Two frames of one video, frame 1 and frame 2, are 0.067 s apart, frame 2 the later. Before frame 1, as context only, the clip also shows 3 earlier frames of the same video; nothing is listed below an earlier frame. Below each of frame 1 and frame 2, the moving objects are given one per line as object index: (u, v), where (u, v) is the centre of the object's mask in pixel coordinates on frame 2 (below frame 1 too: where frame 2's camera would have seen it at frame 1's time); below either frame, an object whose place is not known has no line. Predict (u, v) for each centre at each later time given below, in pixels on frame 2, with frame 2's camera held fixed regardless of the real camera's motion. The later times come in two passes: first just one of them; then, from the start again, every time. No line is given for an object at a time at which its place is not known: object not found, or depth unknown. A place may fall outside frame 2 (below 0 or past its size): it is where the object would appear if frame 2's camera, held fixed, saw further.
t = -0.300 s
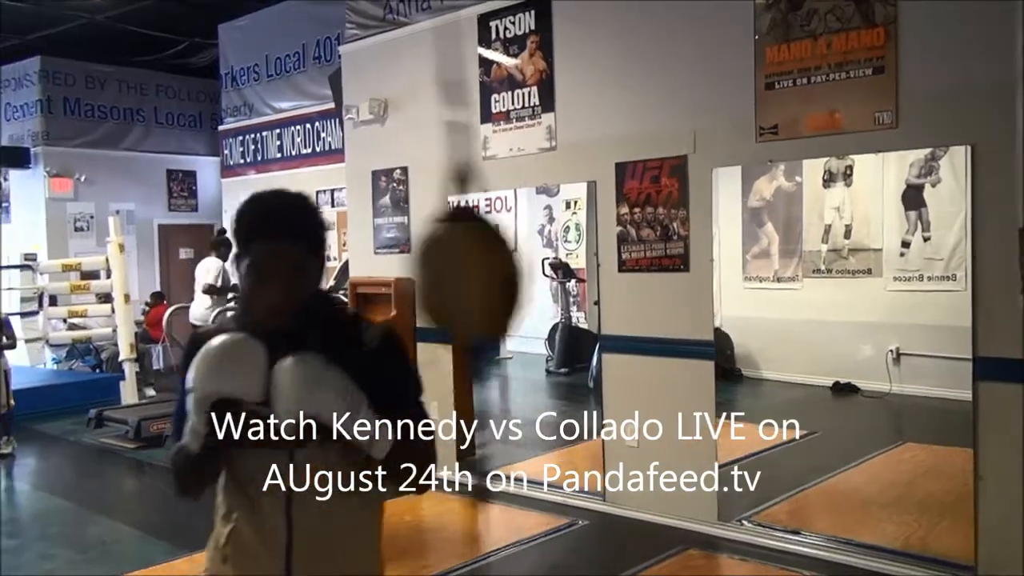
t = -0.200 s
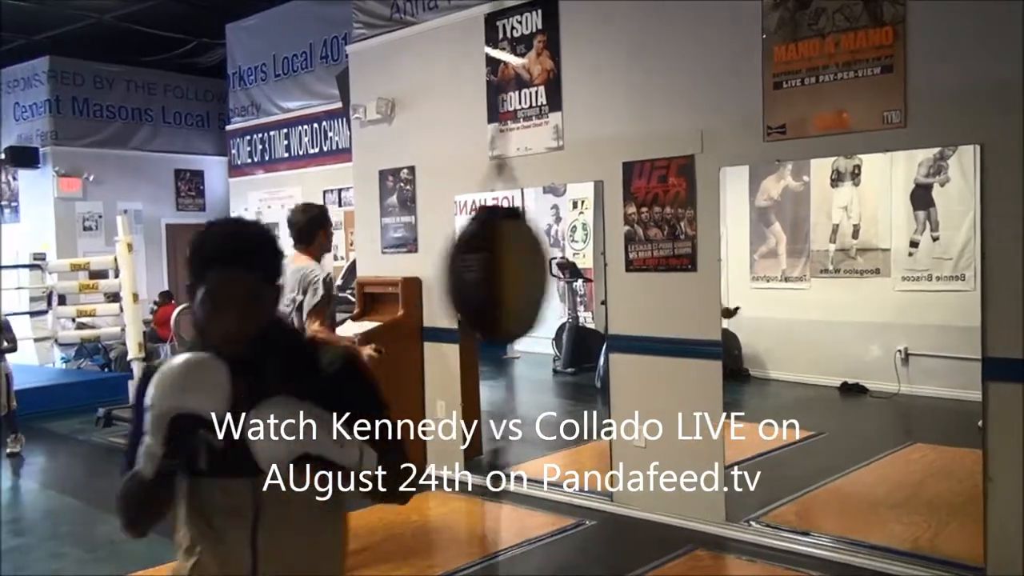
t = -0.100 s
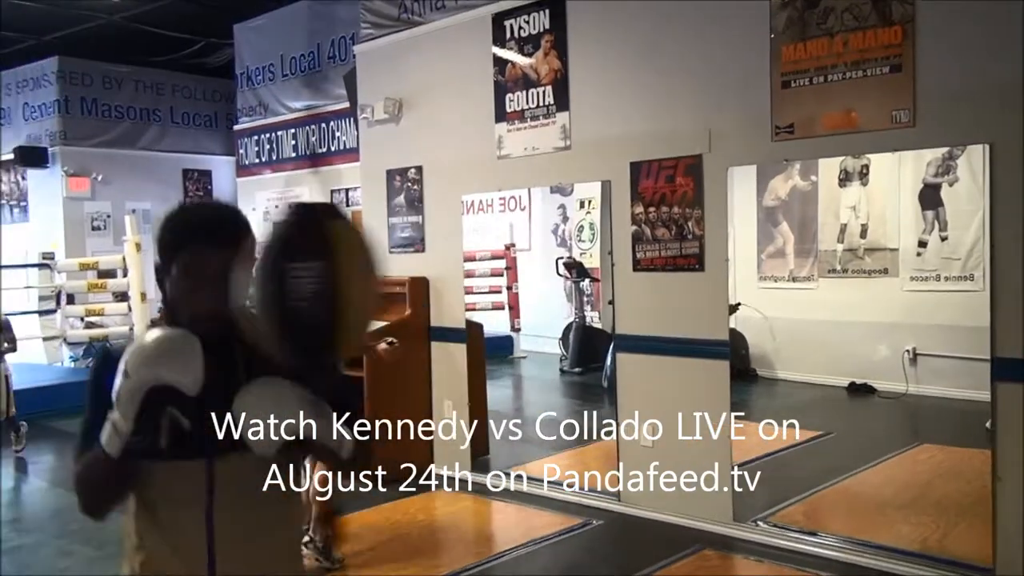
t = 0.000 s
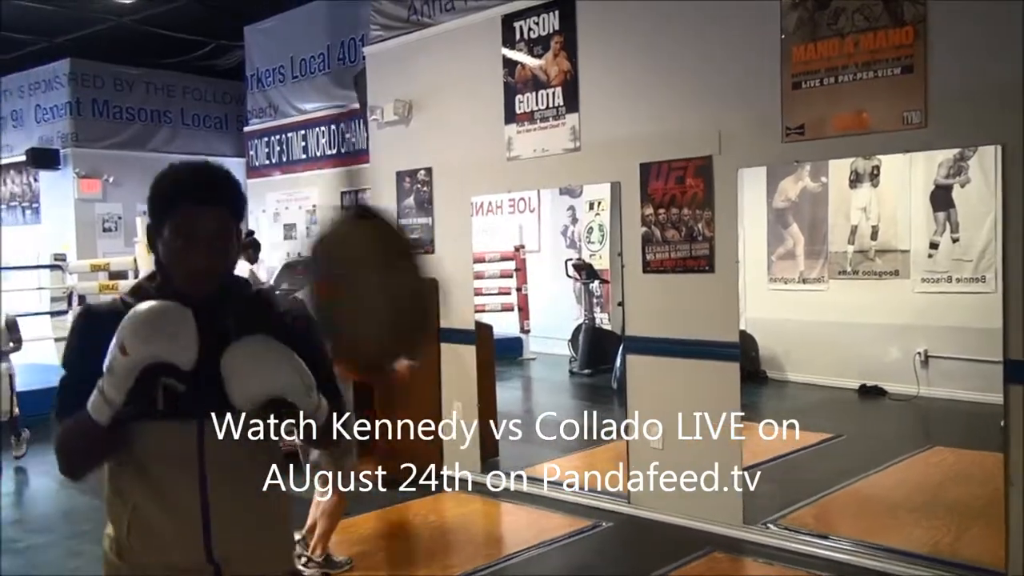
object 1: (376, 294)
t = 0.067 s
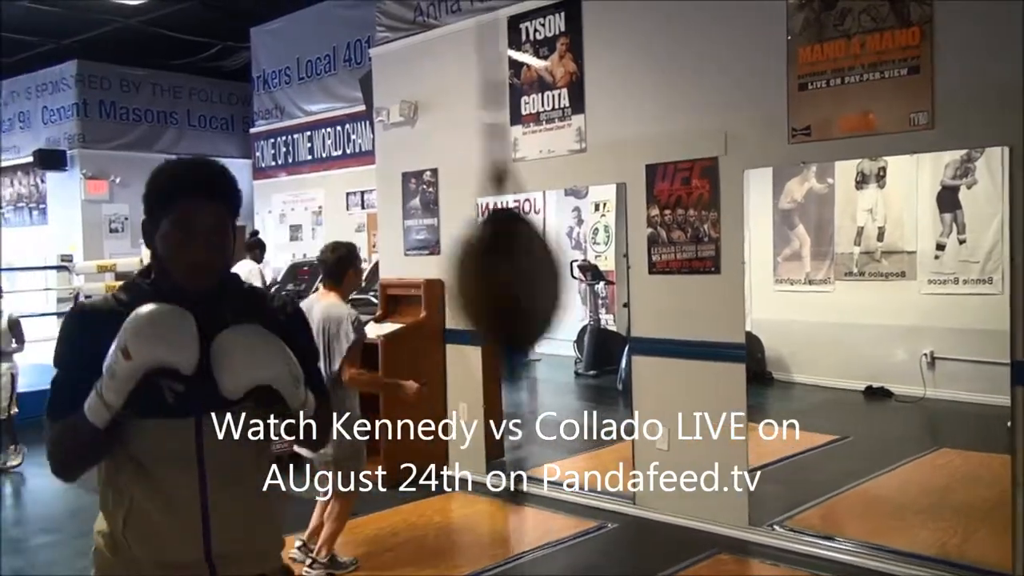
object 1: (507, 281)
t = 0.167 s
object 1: (525, 278)
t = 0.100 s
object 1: (546, 276)
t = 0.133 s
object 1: (551, 275)
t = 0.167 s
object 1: (525, 278)
